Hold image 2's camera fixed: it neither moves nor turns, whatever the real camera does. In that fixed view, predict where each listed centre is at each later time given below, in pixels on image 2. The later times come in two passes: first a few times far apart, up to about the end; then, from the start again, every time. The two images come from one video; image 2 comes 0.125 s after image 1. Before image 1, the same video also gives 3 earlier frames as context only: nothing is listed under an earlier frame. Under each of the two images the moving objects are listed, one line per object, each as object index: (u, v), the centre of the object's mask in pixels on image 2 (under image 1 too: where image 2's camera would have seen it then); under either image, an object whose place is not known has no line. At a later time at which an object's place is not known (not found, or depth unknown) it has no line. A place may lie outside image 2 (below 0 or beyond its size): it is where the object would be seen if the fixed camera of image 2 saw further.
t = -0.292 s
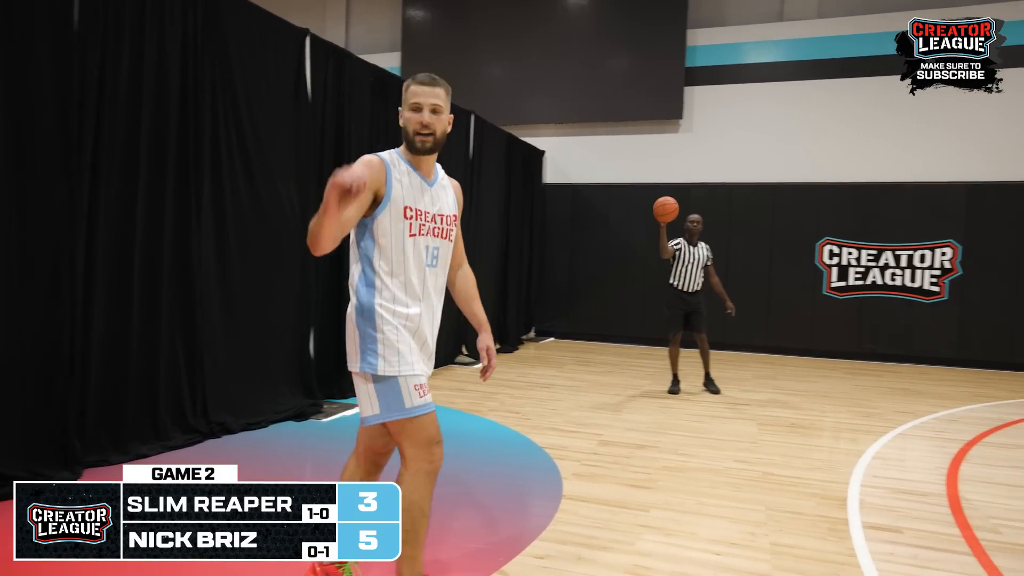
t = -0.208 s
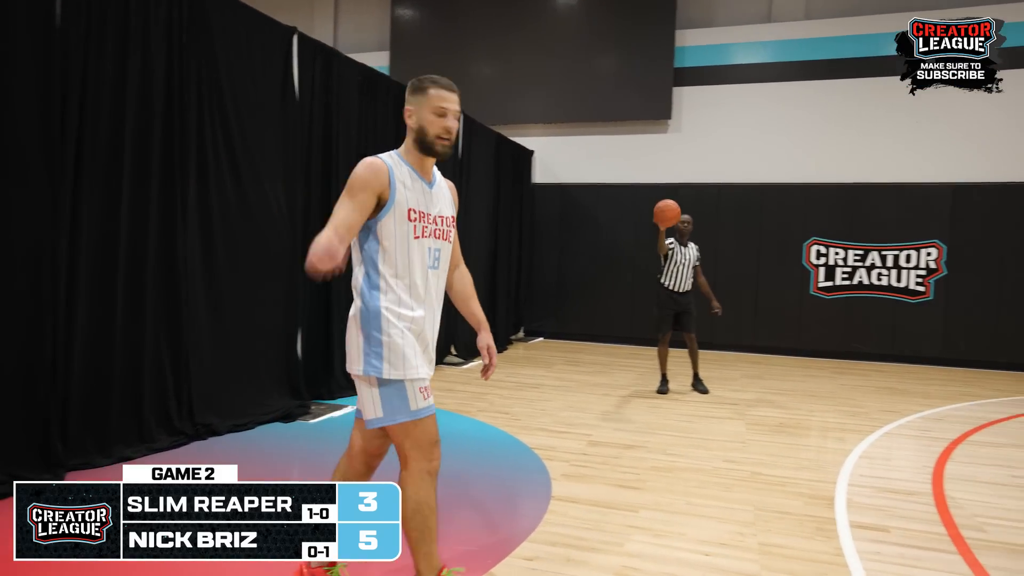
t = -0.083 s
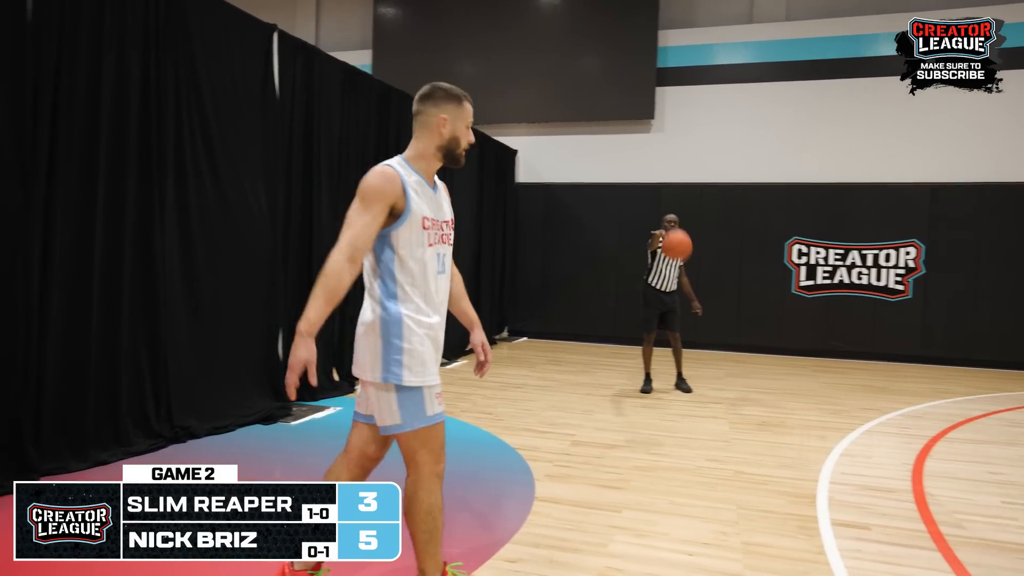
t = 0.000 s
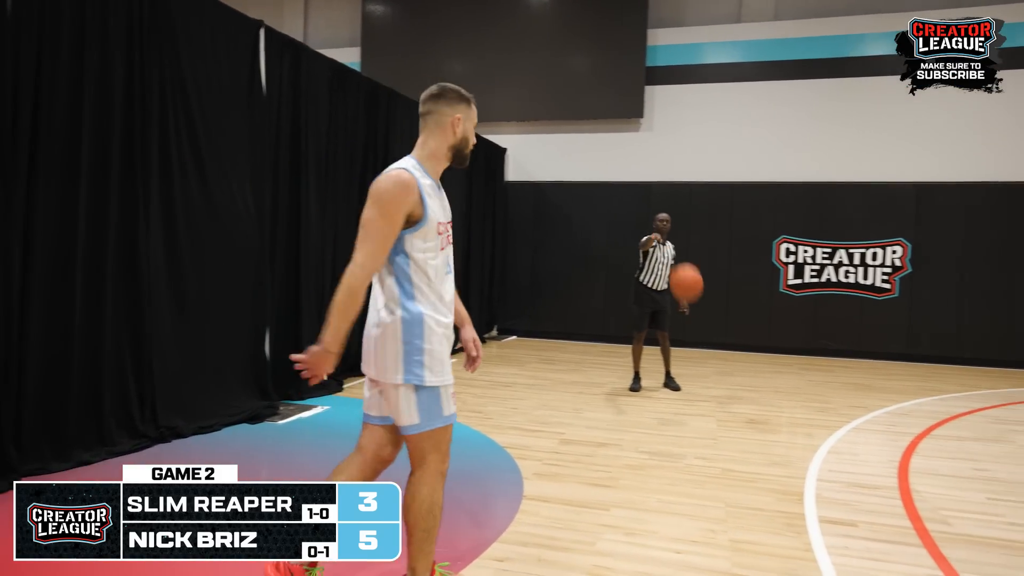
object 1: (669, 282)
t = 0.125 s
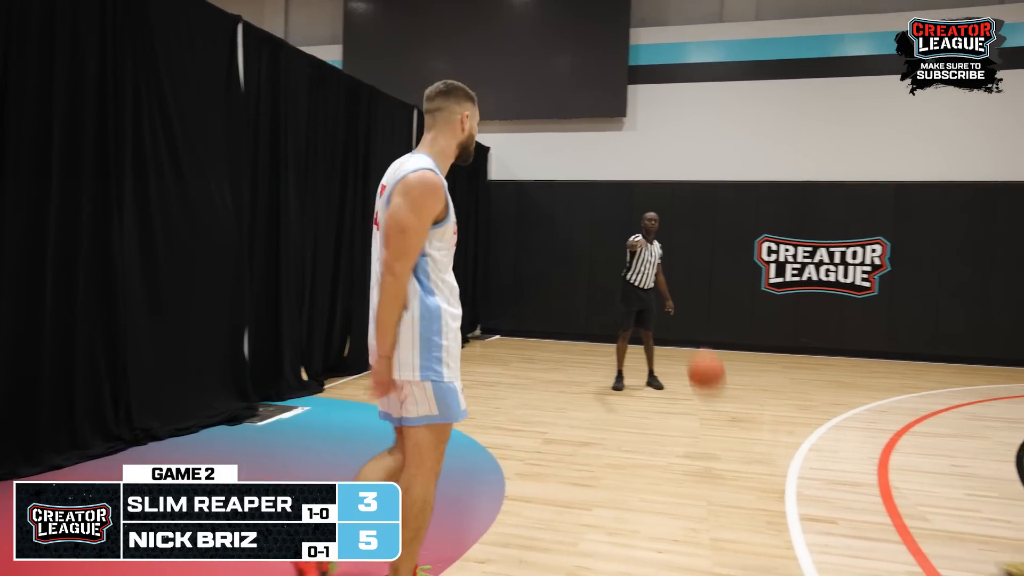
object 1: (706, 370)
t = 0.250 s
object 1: (750, 440)
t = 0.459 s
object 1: (816, 333)
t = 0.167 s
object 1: (721, 412)
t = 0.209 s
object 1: (738, 465)
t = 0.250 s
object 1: (750, 440)
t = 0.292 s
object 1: (761, 415)
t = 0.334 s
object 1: (774, 391)
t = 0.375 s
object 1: (787, 370)
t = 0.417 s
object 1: (801, 350)
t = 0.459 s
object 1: (816, 333)
